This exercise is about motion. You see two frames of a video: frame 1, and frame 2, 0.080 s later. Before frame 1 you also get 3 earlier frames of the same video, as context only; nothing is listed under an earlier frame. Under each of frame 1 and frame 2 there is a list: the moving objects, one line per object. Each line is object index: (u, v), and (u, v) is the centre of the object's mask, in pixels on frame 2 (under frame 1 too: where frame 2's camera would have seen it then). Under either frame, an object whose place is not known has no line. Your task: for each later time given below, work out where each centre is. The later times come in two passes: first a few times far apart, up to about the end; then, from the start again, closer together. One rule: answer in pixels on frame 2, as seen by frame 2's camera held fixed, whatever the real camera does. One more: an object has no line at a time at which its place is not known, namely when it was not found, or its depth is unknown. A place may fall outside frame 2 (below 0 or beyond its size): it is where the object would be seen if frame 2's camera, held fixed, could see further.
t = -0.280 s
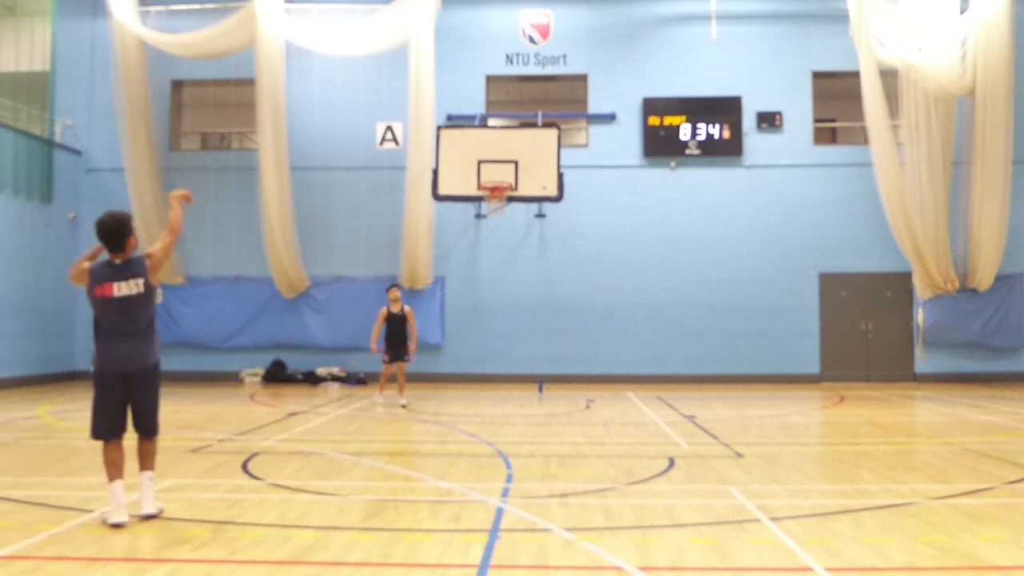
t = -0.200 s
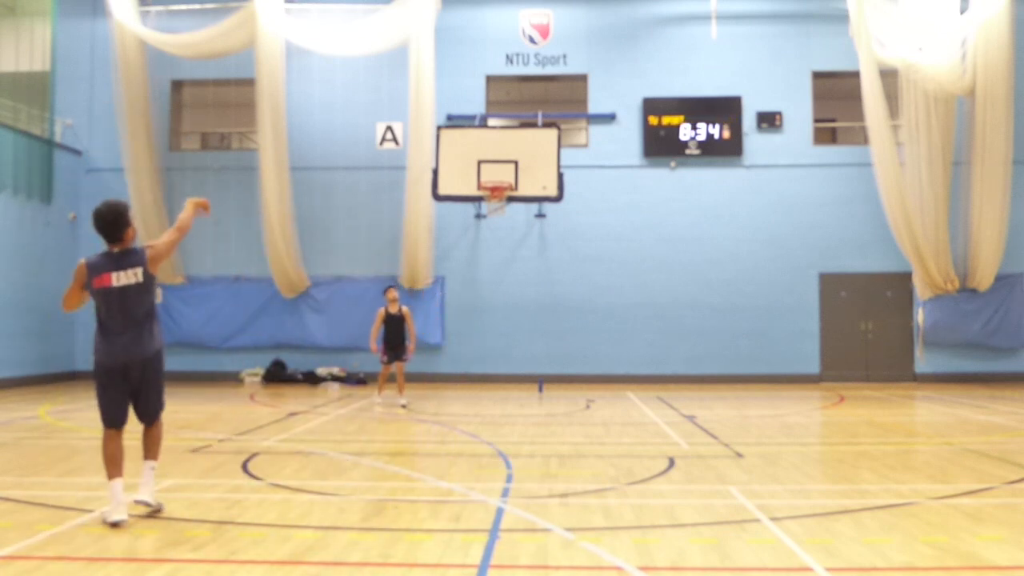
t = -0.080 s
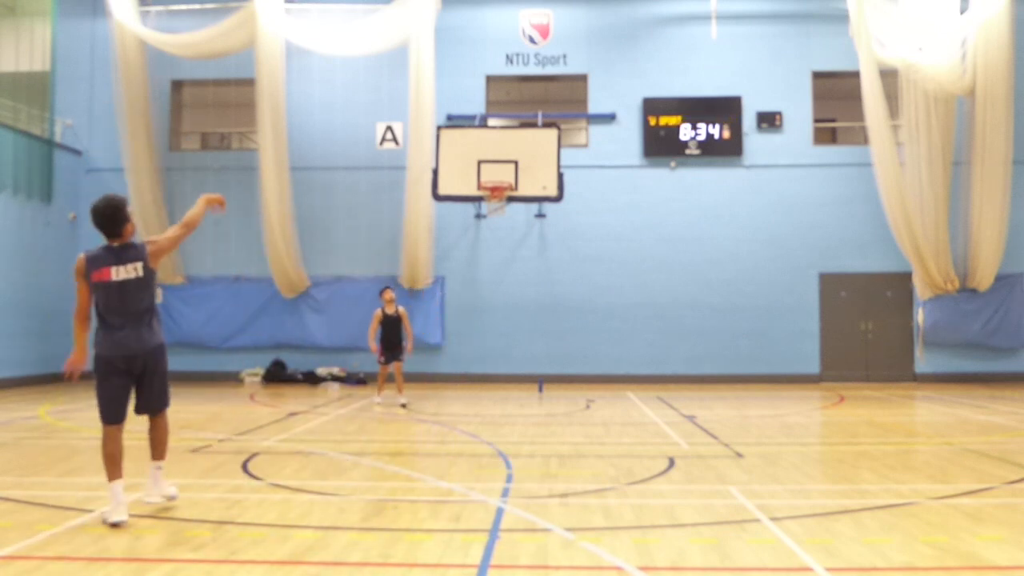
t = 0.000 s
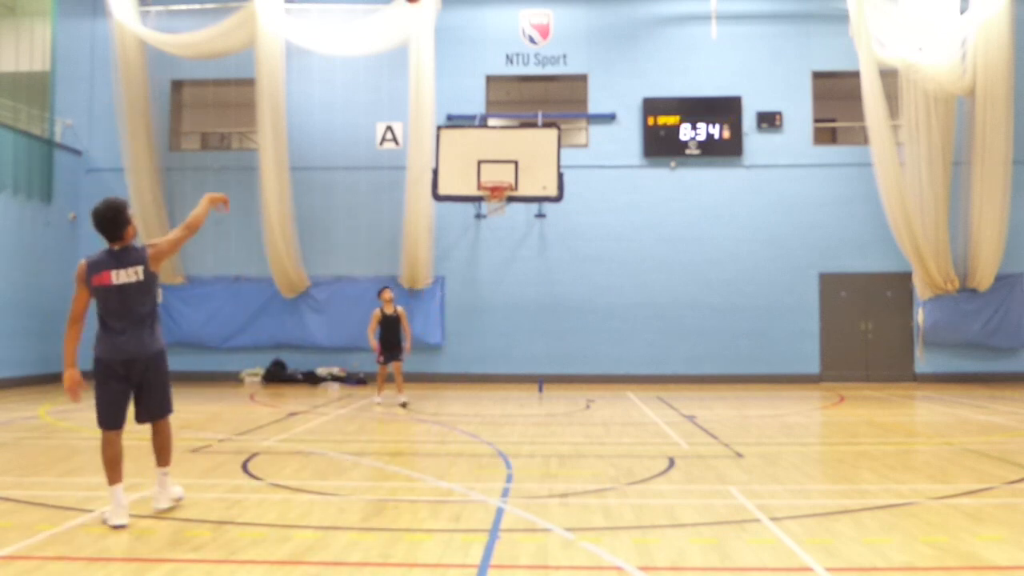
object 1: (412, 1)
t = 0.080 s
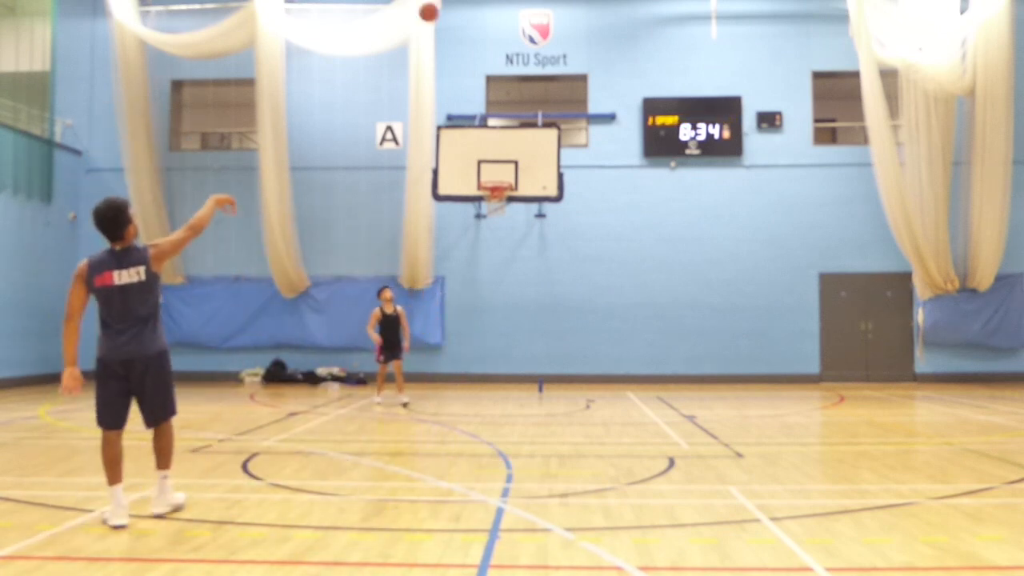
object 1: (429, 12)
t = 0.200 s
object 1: (449, 47)
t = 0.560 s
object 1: (499, 191)
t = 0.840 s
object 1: (484, 290)
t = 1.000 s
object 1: (476, 371)
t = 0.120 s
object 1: (436, 23)
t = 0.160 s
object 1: (443, 35)
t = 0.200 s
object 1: (449, 47)
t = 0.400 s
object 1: (478, 122)
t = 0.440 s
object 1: (484, 138)
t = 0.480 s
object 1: (489, 155)
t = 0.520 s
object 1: (494, 173)
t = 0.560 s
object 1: (499, 191)
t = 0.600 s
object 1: (497, 203)
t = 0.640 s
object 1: (495, 215)
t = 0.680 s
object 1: (493, 228)
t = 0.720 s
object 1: (491, 242)
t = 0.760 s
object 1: (488, 257)
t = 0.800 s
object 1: (486, 273)
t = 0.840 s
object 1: (484, 290)
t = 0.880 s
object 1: (482, 308)
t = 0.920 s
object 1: (480, 328)
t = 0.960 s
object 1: (478, 349)
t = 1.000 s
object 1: (476, 371)
